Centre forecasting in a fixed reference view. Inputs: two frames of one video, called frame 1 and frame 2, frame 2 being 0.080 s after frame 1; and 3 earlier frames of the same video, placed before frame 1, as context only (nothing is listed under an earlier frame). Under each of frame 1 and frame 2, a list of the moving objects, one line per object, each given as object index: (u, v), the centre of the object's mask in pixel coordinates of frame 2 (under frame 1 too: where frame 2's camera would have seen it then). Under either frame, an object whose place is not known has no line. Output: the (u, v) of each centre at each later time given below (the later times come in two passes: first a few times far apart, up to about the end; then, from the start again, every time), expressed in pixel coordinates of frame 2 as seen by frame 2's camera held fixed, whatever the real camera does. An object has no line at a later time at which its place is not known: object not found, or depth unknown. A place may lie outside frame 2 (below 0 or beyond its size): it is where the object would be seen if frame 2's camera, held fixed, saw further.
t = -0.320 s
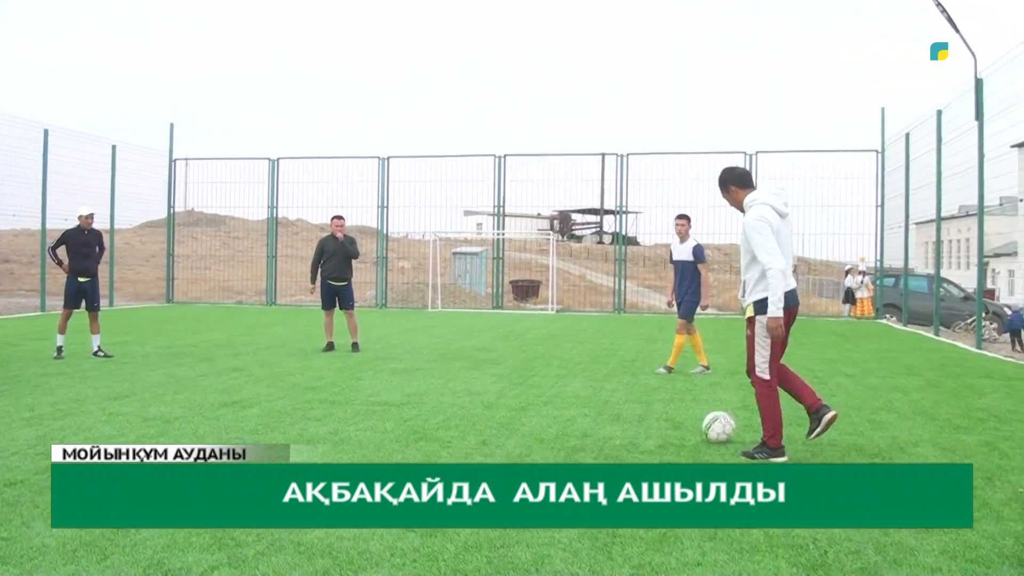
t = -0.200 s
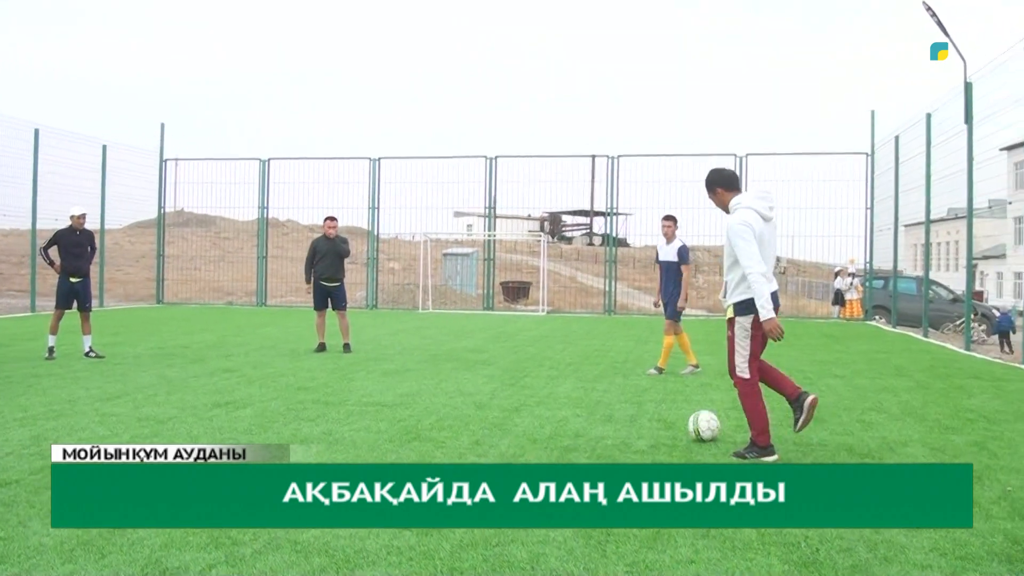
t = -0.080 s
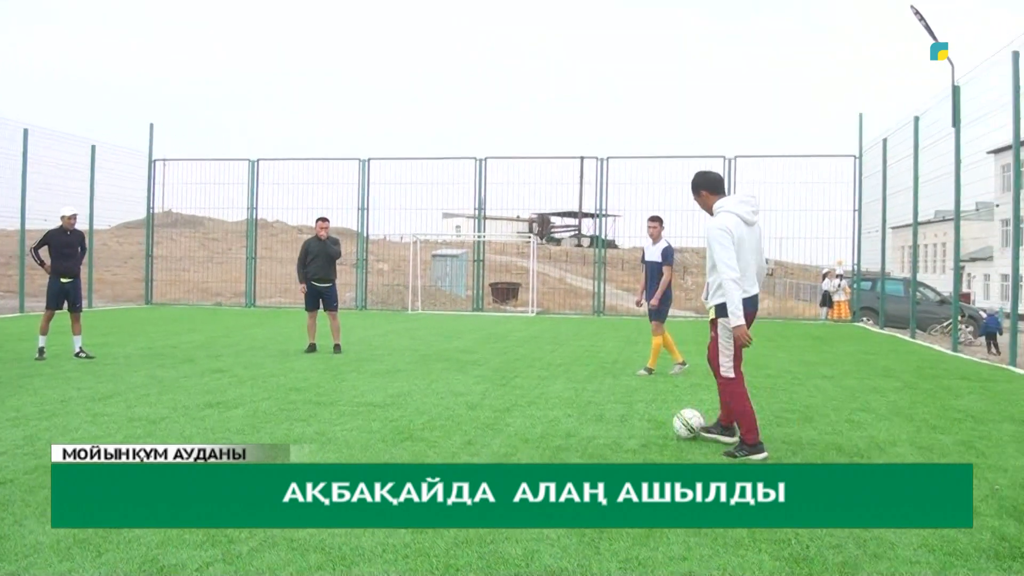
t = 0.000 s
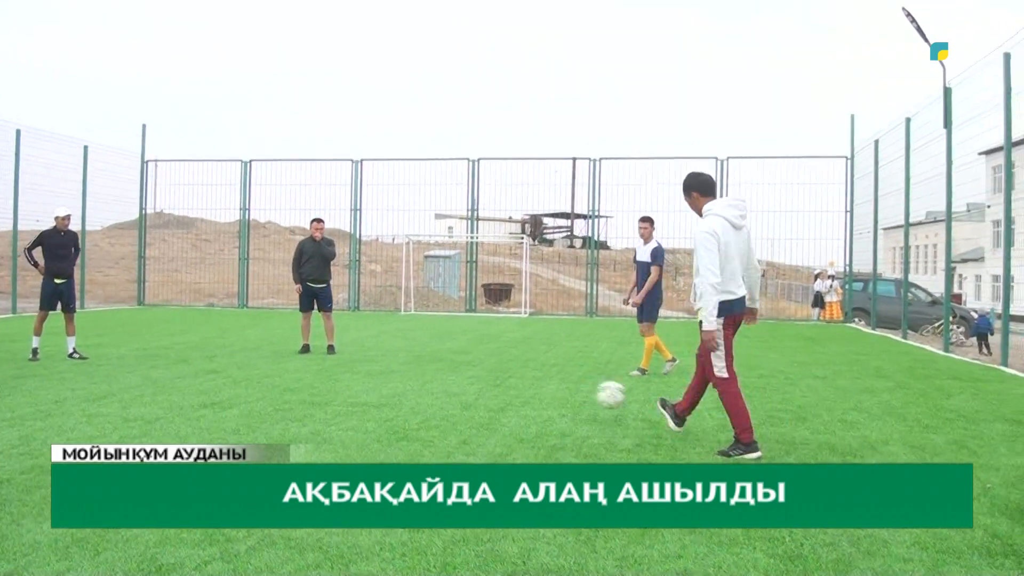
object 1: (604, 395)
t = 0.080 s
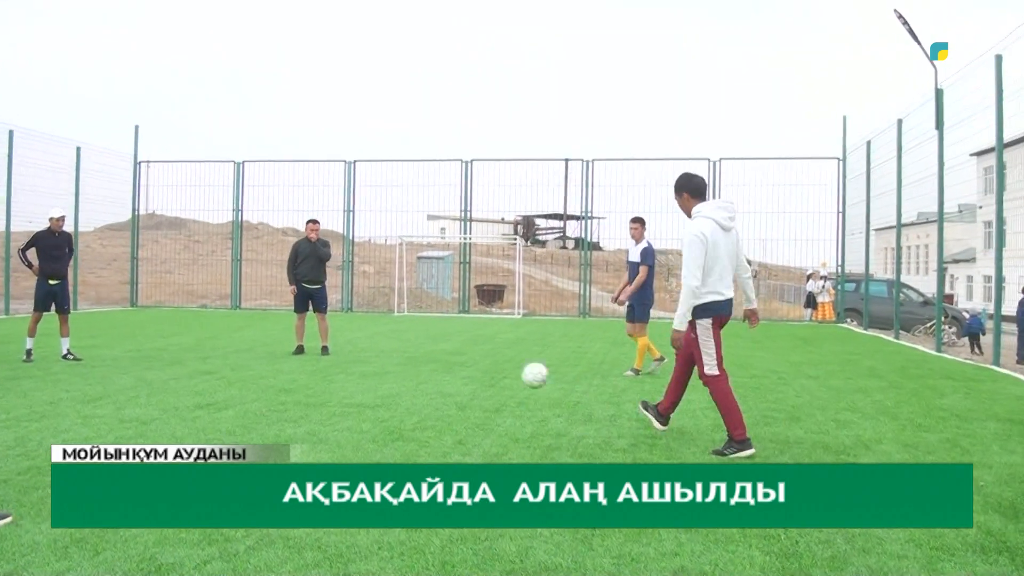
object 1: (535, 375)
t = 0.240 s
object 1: (426, 365)
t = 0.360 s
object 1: (363, 375)
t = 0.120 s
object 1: (504, 369)
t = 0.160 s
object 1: (476, 365)
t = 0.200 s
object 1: (450, 364)
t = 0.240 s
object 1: (426, 365)
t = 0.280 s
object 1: (404, 367)
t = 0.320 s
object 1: (382, 372)
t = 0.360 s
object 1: (363, 375)
